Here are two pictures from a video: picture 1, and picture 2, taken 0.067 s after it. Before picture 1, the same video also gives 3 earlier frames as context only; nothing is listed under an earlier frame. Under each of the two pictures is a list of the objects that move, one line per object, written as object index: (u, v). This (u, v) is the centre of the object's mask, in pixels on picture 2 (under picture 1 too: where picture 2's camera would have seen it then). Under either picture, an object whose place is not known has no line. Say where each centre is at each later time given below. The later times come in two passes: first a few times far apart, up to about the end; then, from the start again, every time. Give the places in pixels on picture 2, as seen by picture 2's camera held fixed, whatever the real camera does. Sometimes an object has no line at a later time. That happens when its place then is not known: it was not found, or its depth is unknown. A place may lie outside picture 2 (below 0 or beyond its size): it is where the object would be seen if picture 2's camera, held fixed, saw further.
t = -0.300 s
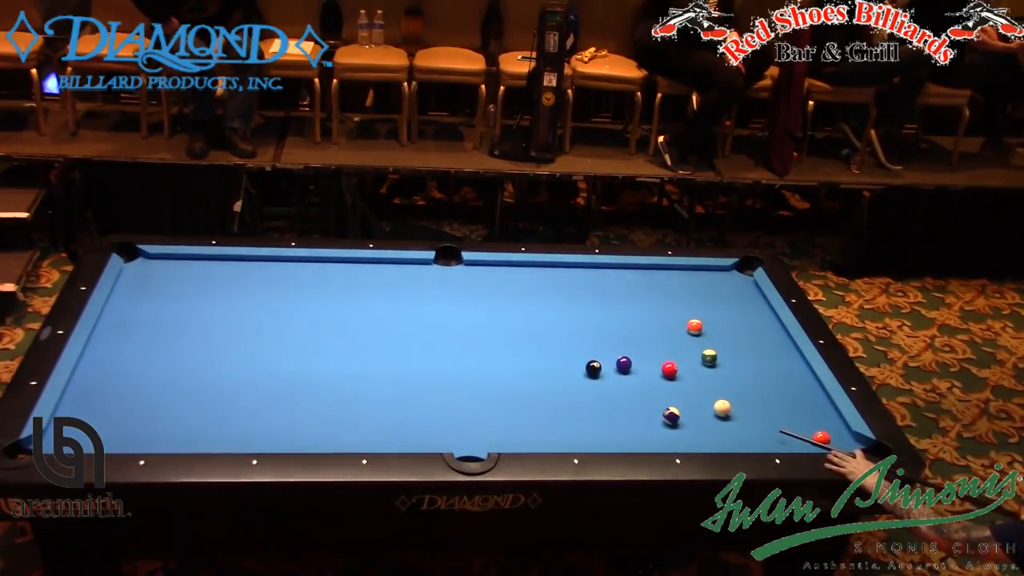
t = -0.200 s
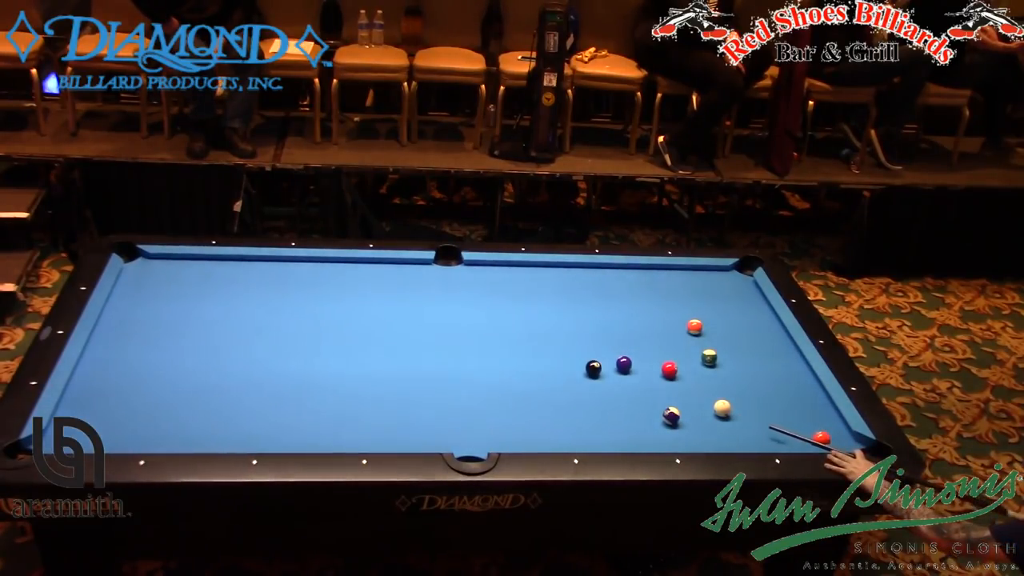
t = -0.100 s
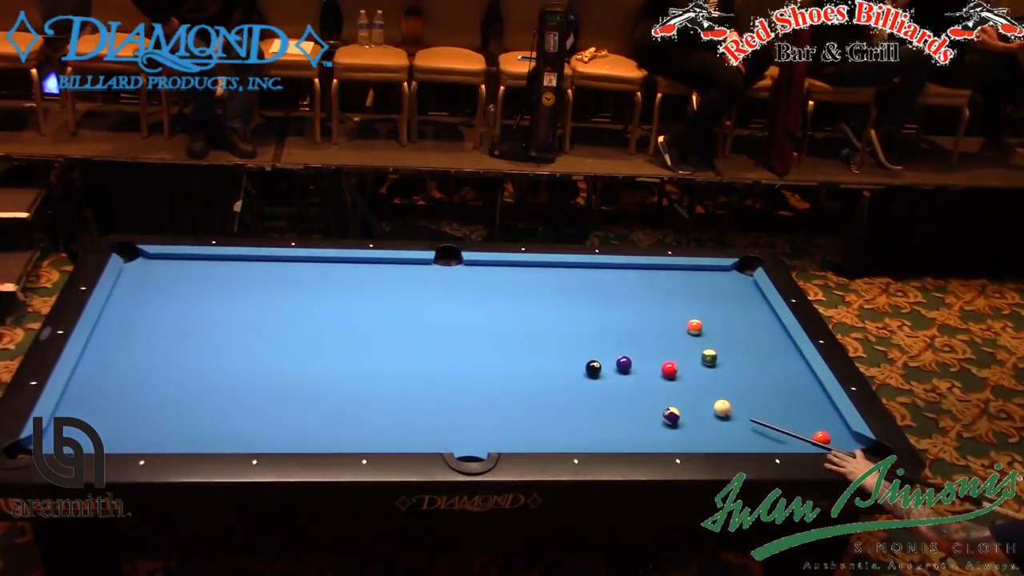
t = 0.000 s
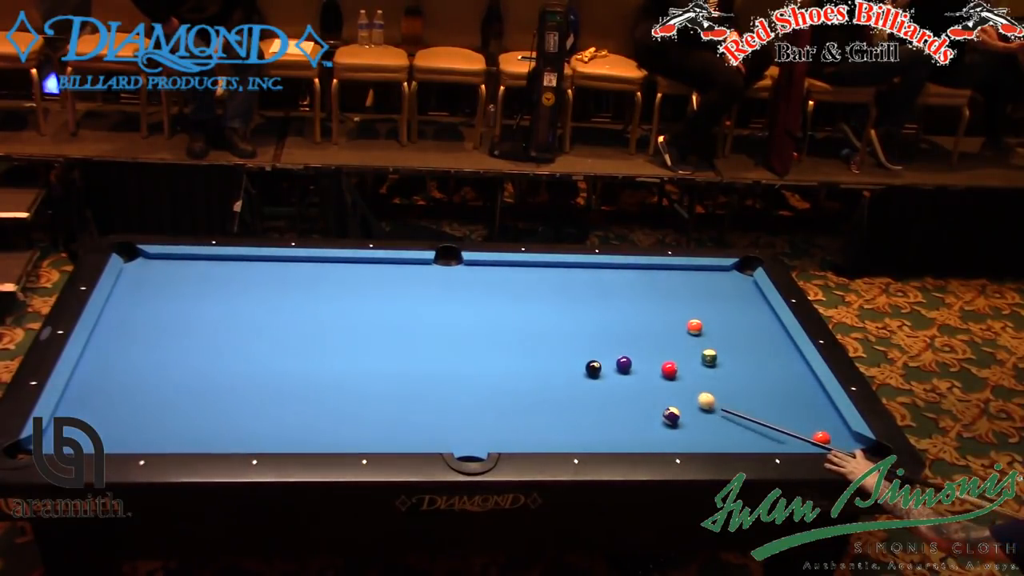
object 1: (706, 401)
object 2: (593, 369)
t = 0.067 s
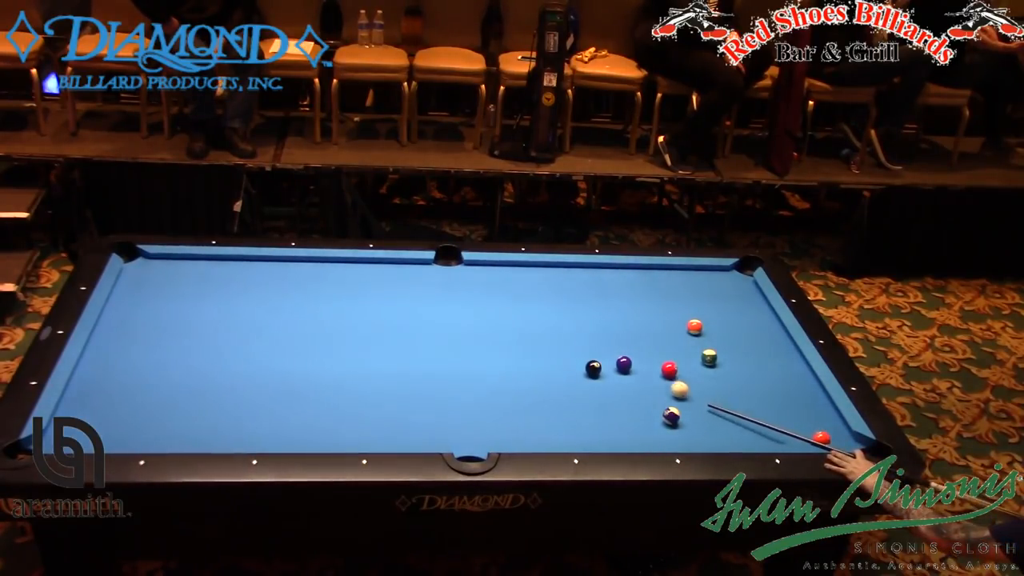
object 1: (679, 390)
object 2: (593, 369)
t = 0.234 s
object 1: (634, 372)
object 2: (593, 369)
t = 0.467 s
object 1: (612, 369)
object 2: (593, 369)
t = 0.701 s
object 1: (605, 365)
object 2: (581, 369)
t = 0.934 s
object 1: (599, 362)
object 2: (568, 368)
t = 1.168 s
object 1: (595, 360)
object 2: (557, 368)
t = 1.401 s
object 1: (592, 358)
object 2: (547, 368)
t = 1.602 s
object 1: (590, 357)
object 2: (540, 368)
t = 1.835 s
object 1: (589, 355)
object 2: (532, 368)
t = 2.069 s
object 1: (588, 355)
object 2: (526, 368)
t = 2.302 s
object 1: (588, 355)
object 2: (521, 368)
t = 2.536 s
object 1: (588, 355)
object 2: (517, 368)
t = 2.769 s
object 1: (588, 355)
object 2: (514, 368)
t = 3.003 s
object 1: (588, 355)
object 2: (513, 368)
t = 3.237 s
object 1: (588, 355)
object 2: (513, 368)
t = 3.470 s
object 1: (588, 355)
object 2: (513, 368)
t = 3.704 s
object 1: (588, 355)
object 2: (513, 368)
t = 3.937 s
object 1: (588, 355)
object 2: (513, 368)
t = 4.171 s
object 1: (588, 355)
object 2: (513, 368)
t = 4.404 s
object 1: (588, 355)
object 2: (513, 368)
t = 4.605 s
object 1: (588, 355)
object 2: (513, 368)
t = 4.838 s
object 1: (588, 355)
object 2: (513, 368)
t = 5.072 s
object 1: (588, 355)
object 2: (513, 368)
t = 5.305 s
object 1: (588, 355)
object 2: (513, 368)
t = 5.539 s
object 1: (588, 355)
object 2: (513, 368)
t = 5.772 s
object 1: (588, 355)
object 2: (513, 368)
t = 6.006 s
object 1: (588, 355)
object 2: (513, 368)
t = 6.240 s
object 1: (588, 355)
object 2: (513, 368)
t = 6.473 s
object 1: (588, 355)
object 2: (513, 368)
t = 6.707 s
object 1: (588, 355)
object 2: (513, 368)
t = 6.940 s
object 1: (588, 355)
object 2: (513, 368)
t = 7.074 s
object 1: (588, 355)
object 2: (513, 368)
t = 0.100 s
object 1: (667, 385)
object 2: (593, 369)
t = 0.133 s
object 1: (656, 380)
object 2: (593, 369)
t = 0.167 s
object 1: (645, 375)
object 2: (593, 369)
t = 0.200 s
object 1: (636, 371)
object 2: (593, 369)
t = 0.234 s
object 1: (634, 372)
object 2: (593, 369)
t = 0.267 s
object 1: (631, 372)
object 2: (593, 369)
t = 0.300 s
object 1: (629, 372)
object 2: (593, 369)
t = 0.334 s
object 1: (626, 371)
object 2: (593, 369)
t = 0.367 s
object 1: (622, 370)
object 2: (593, 369)
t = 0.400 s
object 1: (619, 370)
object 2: (593, 369)
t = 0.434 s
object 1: (616, 369)
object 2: (593, 369)
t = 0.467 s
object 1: (612, 369)
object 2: (593, 369)
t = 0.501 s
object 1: (609, 368)
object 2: (593, 369)
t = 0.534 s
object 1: (609, 368)
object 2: (590, 369)
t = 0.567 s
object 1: (607, 367)
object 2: (588, 369)
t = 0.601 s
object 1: (607, 367)
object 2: (586, 369)
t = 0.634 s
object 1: (606, 366)
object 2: (584, 369)
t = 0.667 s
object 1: (605, 366)
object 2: (582, 369)
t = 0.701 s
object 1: (605, 365)
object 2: (581, 369)
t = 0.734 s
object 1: (604, 365)
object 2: (579, 369)
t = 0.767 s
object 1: (603, 364)
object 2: (577, 368)
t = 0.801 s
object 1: (602, 364)
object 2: (575, 368)
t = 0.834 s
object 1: (601, 363)
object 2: (573, 369)
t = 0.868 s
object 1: (601, 363)
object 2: (572, 369)
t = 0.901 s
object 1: (600, 363)
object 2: (570, 368)
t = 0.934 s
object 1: (599, 362)
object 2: (568, 368)
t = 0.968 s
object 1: (598, 362)
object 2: (566, 368)
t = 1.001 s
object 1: (598, 362)
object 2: (565, 368)
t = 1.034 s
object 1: (597, 361)
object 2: (563, 368)
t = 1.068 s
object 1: (597, 361)
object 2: (562, 368)
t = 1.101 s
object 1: (596, 361)
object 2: (560, 368)
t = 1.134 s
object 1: (596, 360)
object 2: (559, 368)
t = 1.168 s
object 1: (595, 360)
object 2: (557, 368)
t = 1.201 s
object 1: (595, 360)
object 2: (556, 368)
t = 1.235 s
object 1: (594, 359)
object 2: (554, 368)
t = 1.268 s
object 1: (594, 359)
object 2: (553, 368)
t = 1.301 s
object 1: (593, 359)
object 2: (552, 368)
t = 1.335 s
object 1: (593, 358)
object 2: (550, 368)
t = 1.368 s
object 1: (592, 358)
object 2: (549, 368)
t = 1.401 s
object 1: (592, 358)
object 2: (547, 368)
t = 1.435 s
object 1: (592, 358)
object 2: (546, 368)
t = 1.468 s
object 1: (591, 357)
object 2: (545, 368)
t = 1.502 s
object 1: (591, 357)
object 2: (544, 368)
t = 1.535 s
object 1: (591, 357)
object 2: (542, 368)
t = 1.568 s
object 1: (590, 357)
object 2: (541, 368)
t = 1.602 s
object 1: (590, 357)
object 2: (540, 368)
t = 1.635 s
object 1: (590, 356)
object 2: (539, 368)
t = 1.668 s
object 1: (590, 356)
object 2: (538, 368)
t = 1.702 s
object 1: (590, 356)
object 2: (537, 368)
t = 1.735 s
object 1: (589, 356)
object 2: (535, 368)
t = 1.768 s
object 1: (589, 356)
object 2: (534, 368)
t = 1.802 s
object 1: (589, 356)
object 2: (533, 368)
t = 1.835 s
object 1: (589, 355)
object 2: (532, 368)
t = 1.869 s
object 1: (588, 355)
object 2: (532, 368)
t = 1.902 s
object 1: (588, 355)
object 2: (530, 368)
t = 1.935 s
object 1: (588, 355)
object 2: (529, 368)
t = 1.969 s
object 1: (588, 355)
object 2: (528, 368)
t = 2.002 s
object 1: (588, 355)
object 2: (528, 368)
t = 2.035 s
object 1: (588, 355)
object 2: (527, 368)
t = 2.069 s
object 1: (588, 355)
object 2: (526, 368)
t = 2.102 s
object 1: (588, 355)
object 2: (525, 368)
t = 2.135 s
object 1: (588, 355)
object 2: (524, 368)
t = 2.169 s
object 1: (588, 355)
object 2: (524, 368)
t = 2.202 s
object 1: (588, 355)
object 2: (523, 368)
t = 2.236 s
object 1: (588, 355)
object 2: (522, 368)
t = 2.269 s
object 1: (588, 355)
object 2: (522, 368)
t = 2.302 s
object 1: (588, 355)
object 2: (521, 368)
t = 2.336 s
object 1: (588, 355)
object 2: (520, 368)
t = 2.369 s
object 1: (588, 355)
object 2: (520, 368)
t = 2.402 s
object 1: (588, 355)
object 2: (519, 368)
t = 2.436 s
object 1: (588, 355)
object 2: (519, 368)
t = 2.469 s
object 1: (588, 355)
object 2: (518, 368)
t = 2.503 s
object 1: (588, 355)
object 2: (518, 368)
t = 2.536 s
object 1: (588, 355)
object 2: (517, 368)
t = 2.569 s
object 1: (588, 355)
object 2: (517, 368)
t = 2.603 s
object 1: (588, 355)
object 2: (516, 368)
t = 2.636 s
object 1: (588, 355)
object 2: (516, 368)
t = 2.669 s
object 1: (588, 355)
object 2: (515, 368)
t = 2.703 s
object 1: (588, 355)
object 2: (515, 368)
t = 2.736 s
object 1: (588, 355)
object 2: (515, 368)
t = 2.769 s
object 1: (588, 355)
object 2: (514, 368)
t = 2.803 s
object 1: (588, 355)
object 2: (514, 368)
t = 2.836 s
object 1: (588, 355)
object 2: (514, 368)
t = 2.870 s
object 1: (588, 355)
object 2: (514, 368)
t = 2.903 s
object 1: (588, 355)
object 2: (513, 368)
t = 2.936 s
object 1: (588, 355)
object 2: (513, 368)
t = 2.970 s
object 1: (588, 355)
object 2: (513, 368)
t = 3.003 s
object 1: (588, 355)
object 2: (513, 368)
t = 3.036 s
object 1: (588, 355)
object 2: (513, 368)
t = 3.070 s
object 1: (588, 355)
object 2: (513, 368)
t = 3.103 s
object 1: (588, 355)
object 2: (513, 368)
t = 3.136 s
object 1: (588, 355)
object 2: (513, 368)
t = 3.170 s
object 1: (588, 355)
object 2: (513, 368)
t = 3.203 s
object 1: (588, 355)
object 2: (513, 368)
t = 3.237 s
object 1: (588, 355)
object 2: (513, 368)
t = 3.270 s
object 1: (588, 355)
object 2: (513, 368)
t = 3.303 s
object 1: (588, 355)
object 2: (513, 368)
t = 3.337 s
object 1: (588, 355)
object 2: (513, 368)
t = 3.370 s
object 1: (588, 355)
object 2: (513, 368)
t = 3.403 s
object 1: (588, 355)
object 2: (513, 368)
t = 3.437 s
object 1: (588, 355)
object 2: (513, 368)
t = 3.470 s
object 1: (588, 355)
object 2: (513, 368)
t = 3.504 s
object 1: (588, 355)
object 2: (513, 368)
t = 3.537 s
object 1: (588, 355)
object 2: (513, 368)
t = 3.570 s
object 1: (588, 355)
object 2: (513, 368)
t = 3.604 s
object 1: (588, 355)
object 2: (513, 368)
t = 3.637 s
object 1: (588, 355)
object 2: (513, 368)
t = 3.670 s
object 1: (588, 355)
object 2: (513, 368)
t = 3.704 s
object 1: (588, 355)
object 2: (513, 368)
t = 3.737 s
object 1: (588, 355)
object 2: (513, 368)
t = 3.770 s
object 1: (588, 355)
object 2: (513, 368)
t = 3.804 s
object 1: (588, 355)
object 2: (513, 368)
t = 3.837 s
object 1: (588, 355)
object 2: (513, 368)
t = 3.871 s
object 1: (588, 355)
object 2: (513, 368)
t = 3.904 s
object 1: (588, 355)
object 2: (513, 368)
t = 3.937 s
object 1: (588, 355)
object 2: (513, 368)
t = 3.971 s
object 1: (588, 355)
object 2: (513, 368)
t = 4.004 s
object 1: (588, 355)
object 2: (513, 368)
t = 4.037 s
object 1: (588, 355)
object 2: (513, 368)
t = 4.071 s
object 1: (588, 355)
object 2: (513, 368)
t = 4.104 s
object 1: (588, 355)
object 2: (513, 368)
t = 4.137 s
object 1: (588, 355)
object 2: (513, 368)
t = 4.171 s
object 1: (588, 355)
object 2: (513, 368)
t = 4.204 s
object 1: (588, 355)
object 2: (513, 368)
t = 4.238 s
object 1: (588, 355)
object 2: (513, 368)
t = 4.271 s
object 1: (588, 355)
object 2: (513, 368)
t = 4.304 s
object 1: (588, 355)
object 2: (513, 368)
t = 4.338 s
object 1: (588, 355)
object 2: (513, 368)
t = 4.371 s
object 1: (588, 355)
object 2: (513, 368)
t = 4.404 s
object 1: (588, 355)
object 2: (513, 368)
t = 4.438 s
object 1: (588, 355)
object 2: (513, 368)
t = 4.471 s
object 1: (588, 355)
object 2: (513, 368)
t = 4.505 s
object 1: (588, 355)
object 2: (513, 368)
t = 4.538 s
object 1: (588, 355)
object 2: (513, 368)
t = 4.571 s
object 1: (588, 355)
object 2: (513, 368)
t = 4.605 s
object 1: (588, 355)
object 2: (513, 368)
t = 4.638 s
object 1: (588, 355)
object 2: (513, 368)
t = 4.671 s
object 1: (588, 355)
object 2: (513, 368)
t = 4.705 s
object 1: (588, 355)
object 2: (513, 368)
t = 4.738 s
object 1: (588, 355)
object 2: (513, 368)
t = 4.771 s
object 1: (588, 355)
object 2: (513, 368)
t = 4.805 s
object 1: (588, 355)
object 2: (513, 368)
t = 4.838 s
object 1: (588, 355)
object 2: (513, 368)
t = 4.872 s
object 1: (588, 355)
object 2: (513, 368)
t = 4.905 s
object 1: (588, 355)
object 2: (513, 368)
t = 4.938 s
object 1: (588, 355)
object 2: (513, 368)
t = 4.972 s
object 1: (588, 355)
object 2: (513, 368)
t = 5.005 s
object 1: (588, 355)
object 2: (513, 368)
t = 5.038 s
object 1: (588, 355)
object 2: (513, 368)
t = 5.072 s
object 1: (588, 355)
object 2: (513, 368)
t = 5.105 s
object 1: (588, 355)
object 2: (513, 368)
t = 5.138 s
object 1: (588, 355)
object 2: (513, 368)
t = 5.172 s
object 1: (588, 355)
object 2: (513, 368)
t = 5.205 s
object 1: (588, 355)
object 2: (513, 368)
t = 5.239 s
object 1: (588, 355)
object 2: (513, 368)
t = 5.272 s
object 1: (588, 355)
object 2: (513, 368)
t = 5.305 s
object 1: (588, 355)
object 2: (513, 368)
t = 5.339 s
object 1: (588, 355)
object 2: (513, 368)
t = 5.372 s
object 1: (588, 355)
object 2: (513, 368)
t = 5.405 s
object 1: (588, 355)
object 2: (513, 368)
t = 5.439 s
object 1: (588, 355)
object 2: (513, 368)
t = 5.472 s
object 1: (588, 355)
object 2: (513, 368)
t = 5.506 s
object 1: (588, 355)
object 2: (513, 368)
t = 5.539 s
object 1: (588, 355)
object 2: (513, 368)
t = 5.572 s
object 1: (588, 355)
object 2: (513, 368)
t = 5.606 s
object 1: (588, 355)
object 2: (513, 368)
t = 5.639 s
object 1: (588, 355)
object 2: (513, 368)
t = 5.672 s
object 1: (588, 355)
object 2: (513, 368)
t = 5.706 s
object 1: (588, 355)
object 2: (513, 368)
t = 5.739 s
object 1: (588, 355)
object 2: (513, 368)
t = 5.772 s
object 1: (588, 355)
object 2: (513, 368)
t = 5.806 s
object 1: (588, 355)
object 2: (513, 368)
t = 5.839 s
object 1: (588, 355)
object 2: (513, 368)
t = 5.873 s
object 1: (588, 355)
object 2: (513, 368)
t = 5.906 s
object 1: (588, 355)
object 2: (513, 368)
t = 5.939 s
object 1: (588, 355)
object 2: (513, 368)
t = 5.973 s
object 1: (588, 355)
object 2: (513, 368)
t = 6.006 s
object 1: (588, 355)
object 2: (513, 368)
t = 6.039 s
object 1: (588, 355)
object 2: (513, 368)
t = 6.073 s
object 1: (588, 355)
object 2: (513, 368)
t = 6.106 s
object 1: (588, 355)
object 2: (513, 368)
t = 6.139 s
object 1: (588, 355)
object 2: (513, 368)
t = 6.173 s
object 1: (588, 355)
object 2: (513, 368)
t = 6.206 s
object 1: (588, 355)
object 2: (513, 368)
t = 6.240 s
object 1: (588, 355)
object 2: (513, 368)
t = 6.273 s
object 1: (588, 355)
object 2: (513, 368)
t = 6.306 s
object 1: (588, 355)
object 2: (513, 368)
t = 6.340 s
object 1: (588, 355)
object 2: (513, 368)
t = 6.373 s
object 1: (588, 355)
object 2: (513, 368)
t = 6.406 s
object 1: (588, 355)
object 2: (513, 368)
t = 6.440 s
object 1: (588, 355)
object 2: (513, 368)
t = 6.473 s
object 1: (588, 355)
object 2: (513, 368)
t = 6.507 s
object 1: (588, 355)
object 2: (513, 368)
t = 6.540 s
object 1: (588, 355)
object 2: (513, 368)
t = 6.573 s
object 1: (588, 355)
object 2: (513, 368)
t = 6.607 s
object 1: (588, 355)
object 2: (513, 368)
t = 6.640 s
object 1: (588, 355)
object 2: (513, 368)
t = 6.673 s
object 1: (588, 355)
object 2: (513, 368)
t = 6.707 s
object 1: (588, 355)
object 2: (513, 368)
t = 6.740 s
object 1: (588, 355)
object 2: (513, 368)
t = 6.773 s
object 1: (588, 355)
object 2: (513, 368)
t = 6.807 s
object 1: (588, 355)
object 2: (513, 368)
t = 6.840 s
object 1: (588, 355)
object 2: (513, 368)
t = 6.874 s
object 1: (588, 355)
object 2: (513, 368)
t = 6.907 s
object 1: (588, 355)
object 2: (513, 368)
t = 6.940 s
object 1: (588, 355)
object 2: (513, 368)
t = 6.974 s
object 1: (588, 355)
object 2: (513, 368)
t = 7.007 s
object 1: (588, 355)
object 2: (513, 368)
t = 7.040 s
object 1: (588, 355)
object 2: (513, 368)
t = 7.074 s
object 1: (588, 355)
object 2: (513, 368)
